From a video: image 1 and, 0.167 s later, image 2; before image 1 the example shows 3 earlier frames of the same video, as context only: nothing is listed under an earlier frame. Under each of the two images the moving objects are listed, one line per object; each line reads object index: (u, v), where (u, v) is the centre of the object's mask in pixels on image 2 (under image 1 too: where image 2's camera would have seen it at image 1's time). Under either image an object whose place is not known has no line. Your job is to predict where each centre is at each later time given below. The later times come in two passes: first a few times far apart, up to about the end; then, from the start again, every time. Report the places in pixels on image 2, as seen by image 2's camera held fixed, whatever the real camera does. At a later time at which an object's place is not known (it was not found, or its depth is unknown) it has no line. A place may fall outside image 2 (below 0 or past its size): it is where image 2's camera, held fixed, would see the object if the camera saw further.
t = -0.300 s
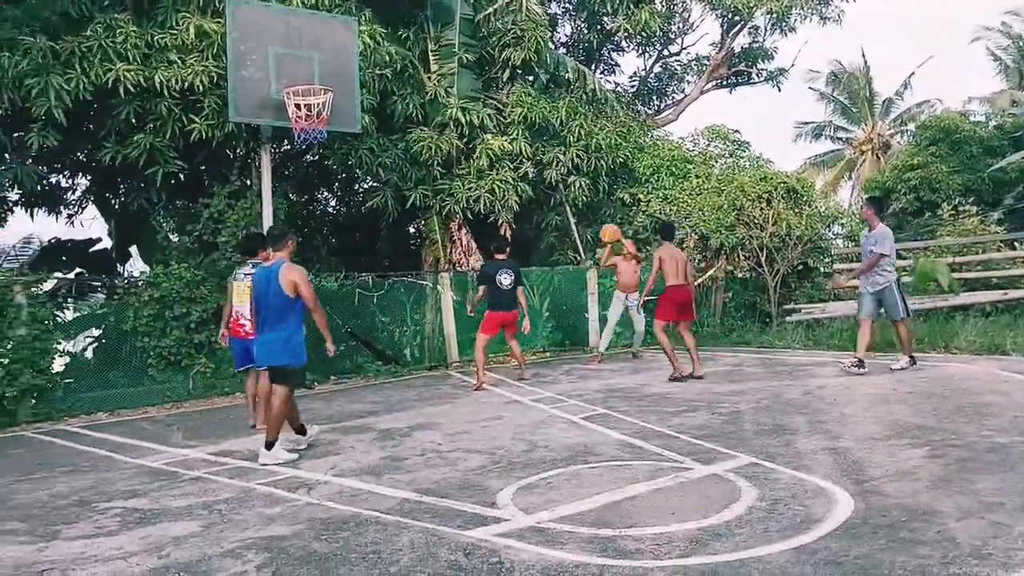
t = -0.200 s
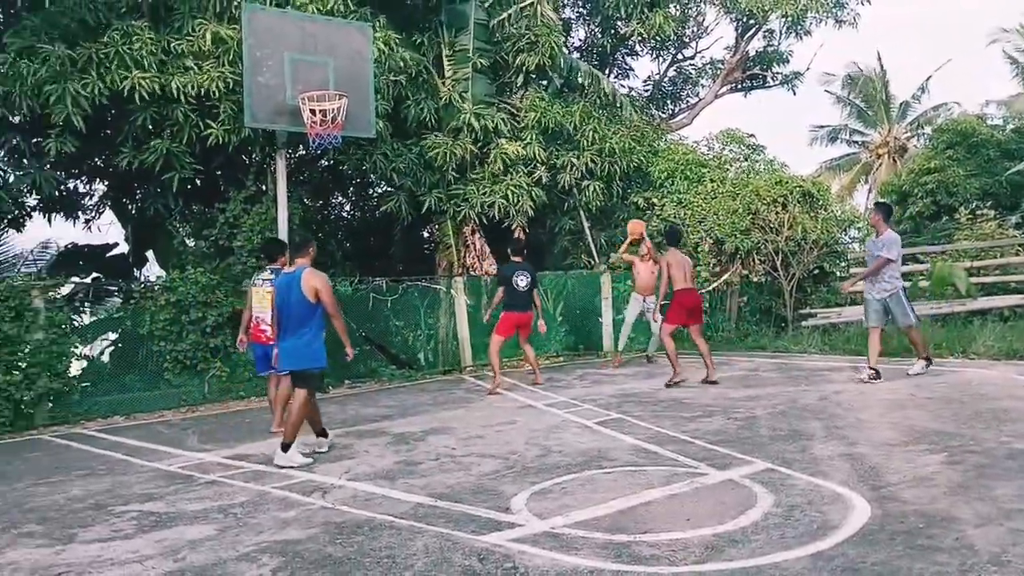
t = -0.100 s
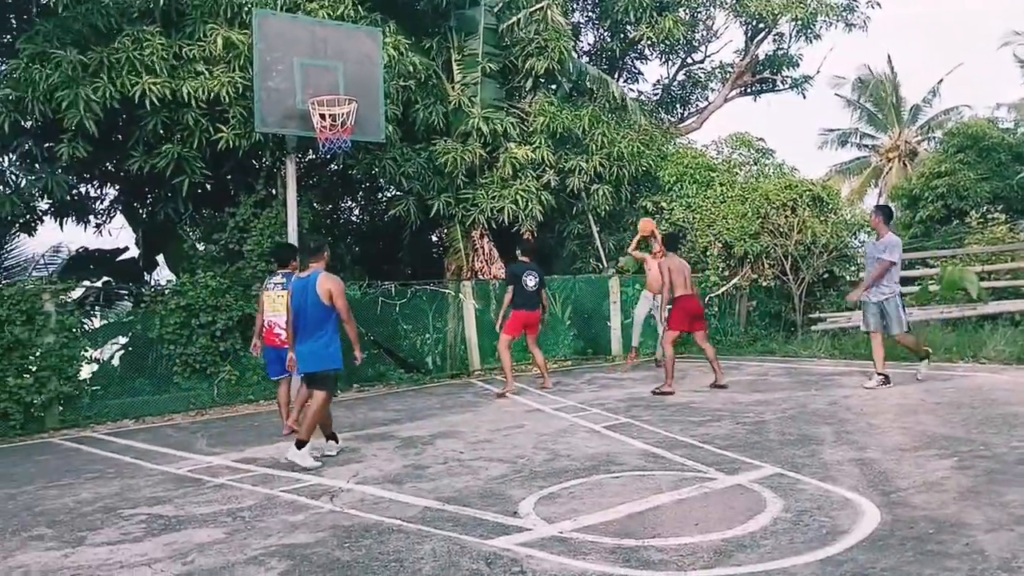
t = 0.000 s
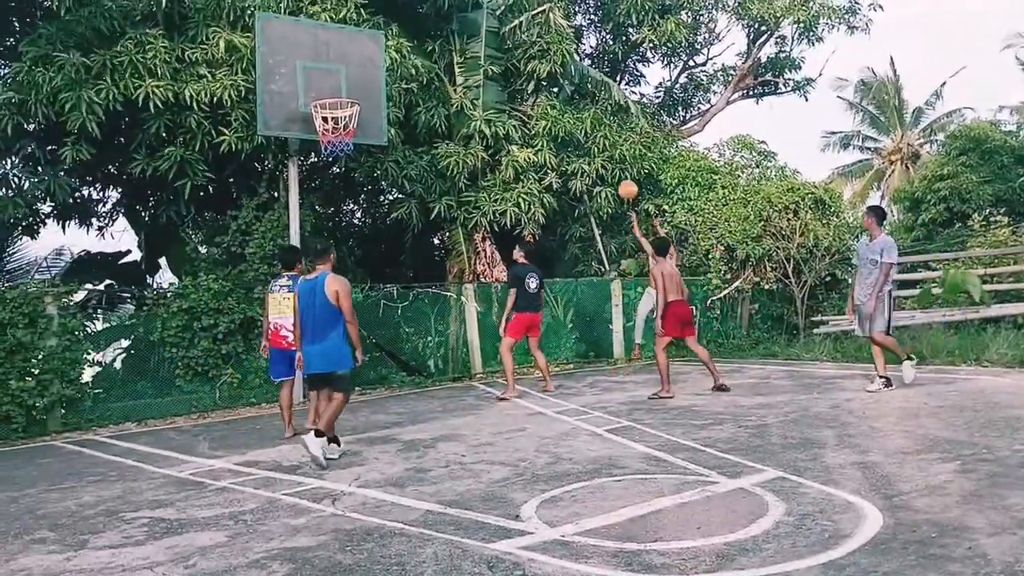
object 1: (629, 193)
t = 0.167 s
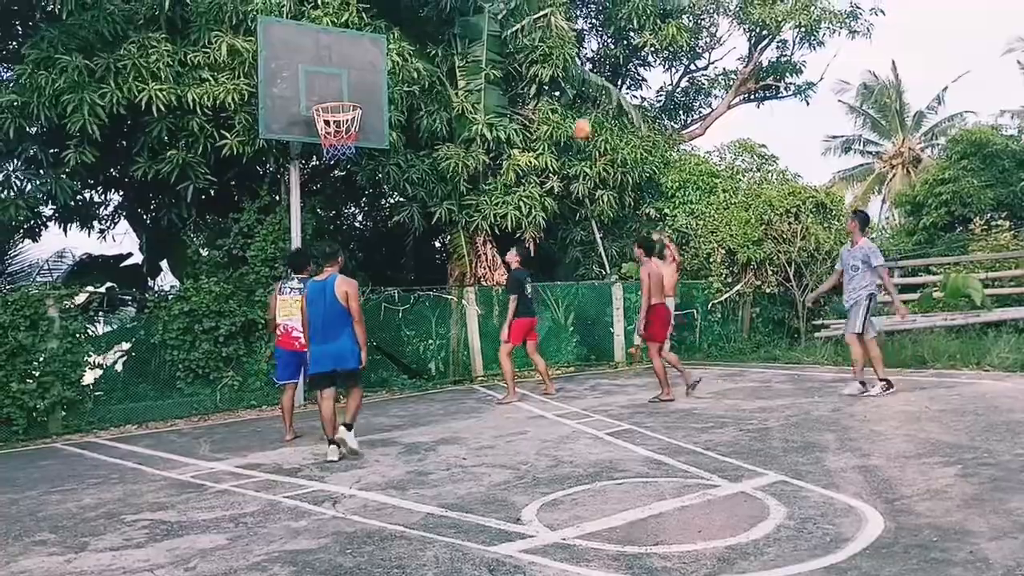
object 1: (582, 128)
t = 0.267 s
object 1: (551, 98)
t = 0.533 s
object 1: (465, 55)
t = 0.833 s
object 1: (355, 82)
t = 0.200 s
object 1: (571, 118)
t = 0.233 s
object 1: (562, 108)
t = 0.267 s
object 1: (551, 98)
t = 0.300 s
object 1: (542, 91)
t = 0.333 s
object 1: (531, 84)
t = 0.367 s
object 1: (520, 76)
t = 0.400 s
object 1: (510, 70)
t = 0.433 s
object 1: (499, 64)
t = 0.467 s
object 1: (488, 60)
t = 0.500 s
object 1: (477, 56)
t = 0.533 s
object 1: (465, 55)
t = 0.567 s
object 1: (454, 53)
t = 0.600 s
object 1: (442, 52)
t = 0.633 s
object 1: (430, 53)
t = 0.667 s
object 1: (418, 55)
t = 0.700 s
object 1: (406, 58)
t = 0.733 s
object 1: (393, 62)
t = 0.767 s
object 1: (380, 67)
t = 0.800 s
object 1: (368, 74)
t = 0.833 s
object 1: (355, 82)
